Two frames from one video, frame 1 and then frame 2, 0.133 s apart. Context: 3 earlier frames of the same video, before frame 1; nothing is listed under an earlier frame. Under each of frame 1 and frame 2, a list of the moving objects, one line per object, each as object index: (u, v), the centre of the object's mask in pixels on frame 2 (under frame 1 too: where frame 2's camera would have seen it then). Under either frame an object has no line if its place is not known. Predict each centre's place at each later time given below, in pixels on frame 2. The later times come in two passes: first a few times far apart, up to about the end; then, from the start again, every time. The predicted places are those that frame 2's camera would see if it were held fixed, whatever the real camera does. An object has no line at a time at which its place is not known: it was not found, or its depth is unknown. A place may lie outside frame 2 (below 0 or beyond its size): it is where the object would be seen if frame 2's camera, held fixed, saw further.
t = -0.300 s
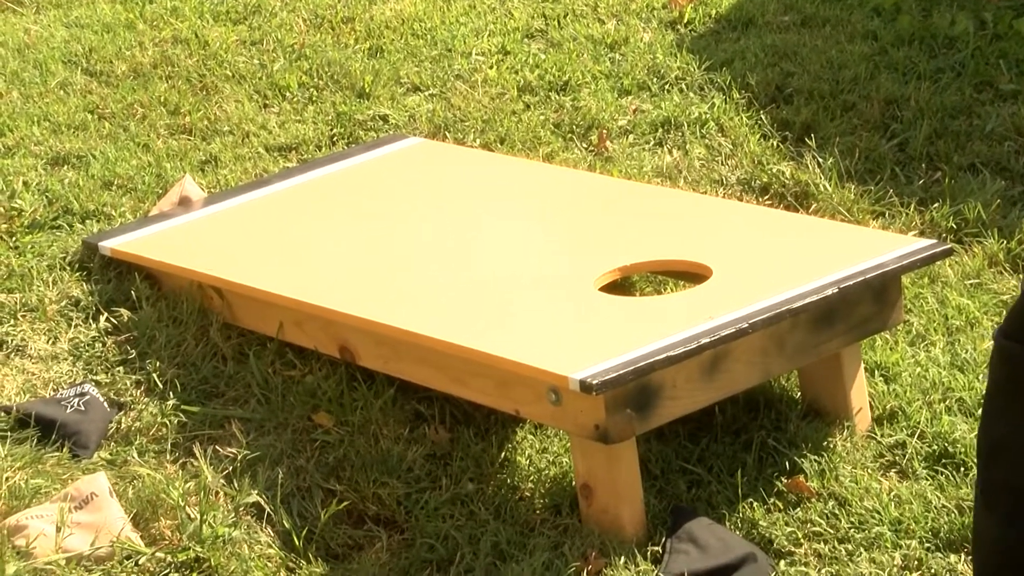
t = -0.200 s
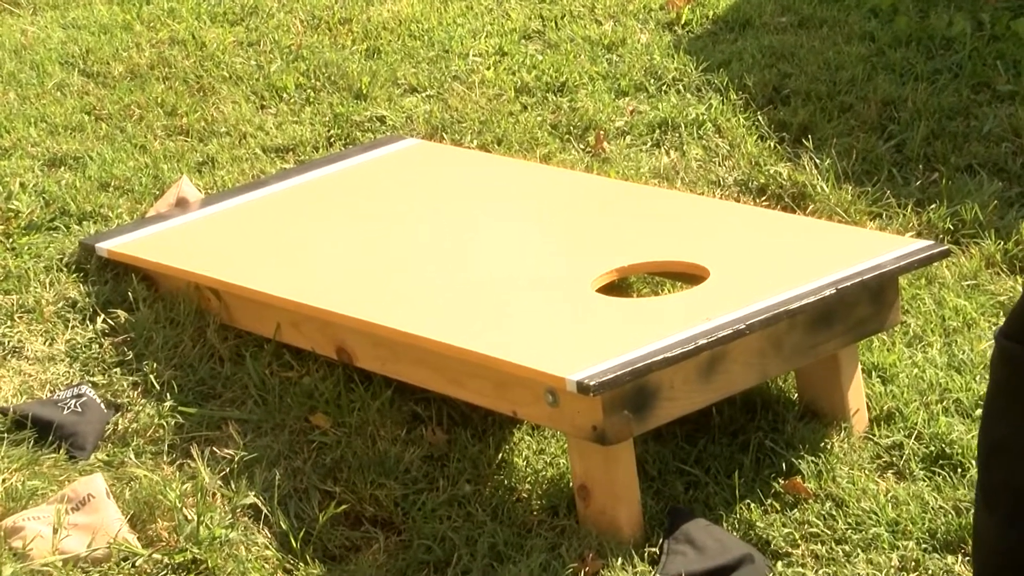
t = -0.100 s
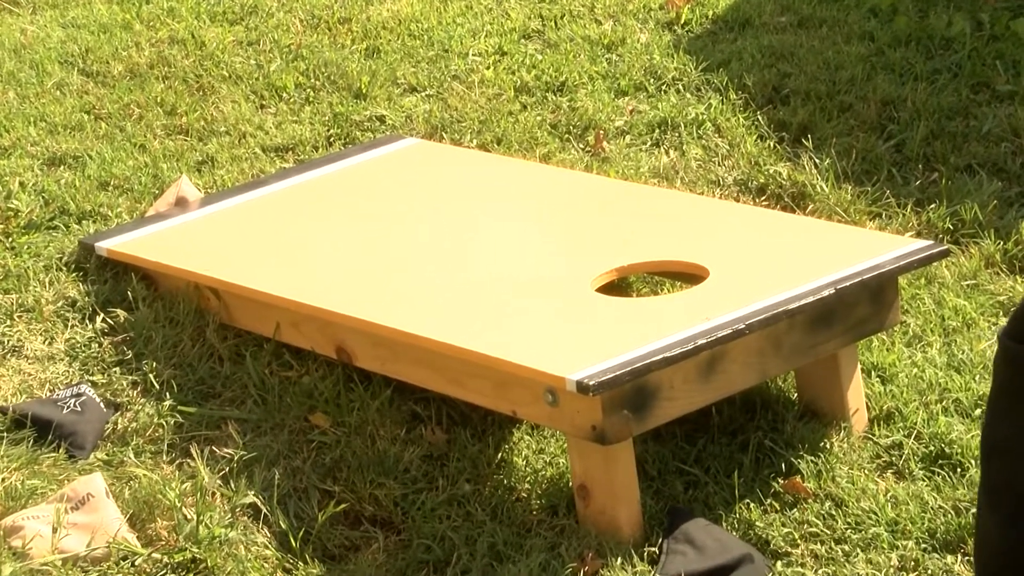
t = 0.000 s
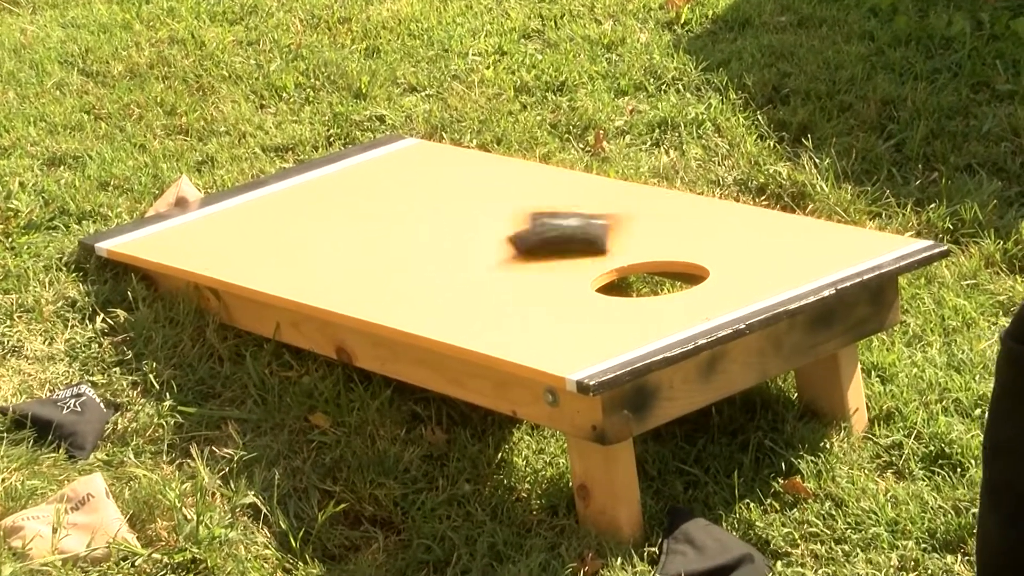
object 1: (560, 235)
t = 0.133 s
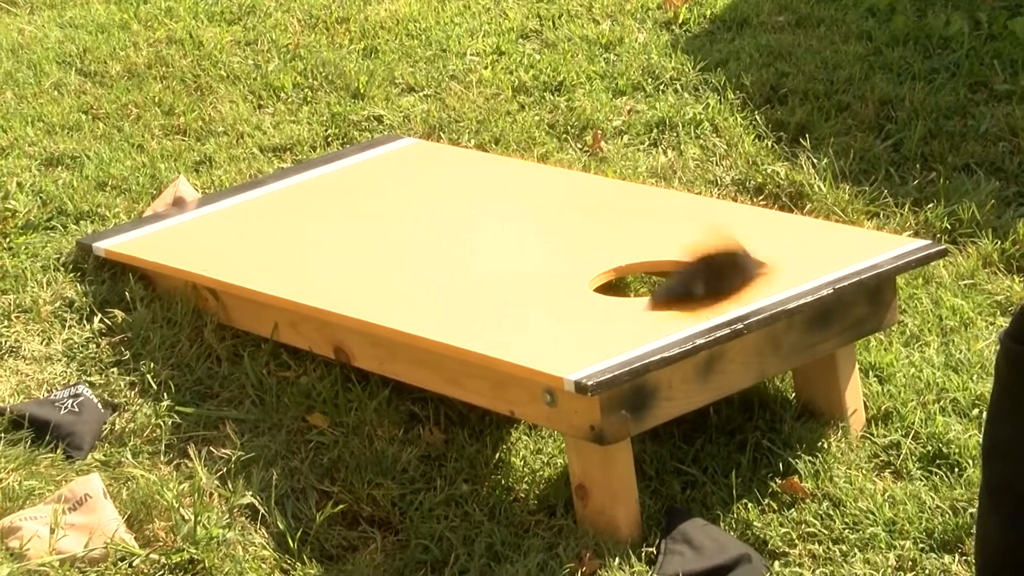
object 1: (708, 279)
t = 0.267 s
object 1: (754, 287)
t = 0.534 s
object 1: (789, 425)
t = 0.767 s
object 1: (796, 520)
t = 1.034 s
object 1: (796, 516)
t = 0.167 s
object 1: (720, 284)
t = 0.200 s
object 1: (729, 277)
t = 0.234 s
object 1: (744, 279)
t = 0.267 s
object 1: (754, 287)
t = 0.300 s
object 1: (761, 288)
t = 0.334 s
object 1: (765, 289)
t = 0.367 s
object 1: (763, 293)
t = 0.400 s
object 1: (768, 307)
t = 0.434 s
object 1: (771, 324)
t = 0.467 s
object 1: (777, 349)
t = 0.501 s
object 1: (784, 383)
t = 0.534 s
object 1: (789, 425)
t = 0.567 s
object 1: (796, 475)
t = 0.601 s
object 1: (793, 515)
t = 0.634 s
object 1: (796, 516)
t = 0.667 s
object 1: (801, 515)
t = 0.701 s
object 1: (799, 514)
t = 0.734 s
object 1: (798, 517)
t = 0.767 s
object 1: (796, 520)
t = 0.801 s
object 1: (796, 520)
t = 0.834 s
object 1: (796, 519)
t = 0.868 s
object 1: (796, 519)
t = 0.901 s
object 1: (796, 519)
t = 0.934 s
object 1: (796, 516)
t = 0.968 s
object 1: (796, 516)
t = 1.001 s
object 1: (796, 516)
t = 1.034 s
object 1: (796, 516)
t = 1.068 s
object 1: (796, 516)
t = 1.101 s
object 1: (796, 516)
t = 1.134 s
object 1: (796, 515)
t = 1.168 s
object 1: (796, 515)
